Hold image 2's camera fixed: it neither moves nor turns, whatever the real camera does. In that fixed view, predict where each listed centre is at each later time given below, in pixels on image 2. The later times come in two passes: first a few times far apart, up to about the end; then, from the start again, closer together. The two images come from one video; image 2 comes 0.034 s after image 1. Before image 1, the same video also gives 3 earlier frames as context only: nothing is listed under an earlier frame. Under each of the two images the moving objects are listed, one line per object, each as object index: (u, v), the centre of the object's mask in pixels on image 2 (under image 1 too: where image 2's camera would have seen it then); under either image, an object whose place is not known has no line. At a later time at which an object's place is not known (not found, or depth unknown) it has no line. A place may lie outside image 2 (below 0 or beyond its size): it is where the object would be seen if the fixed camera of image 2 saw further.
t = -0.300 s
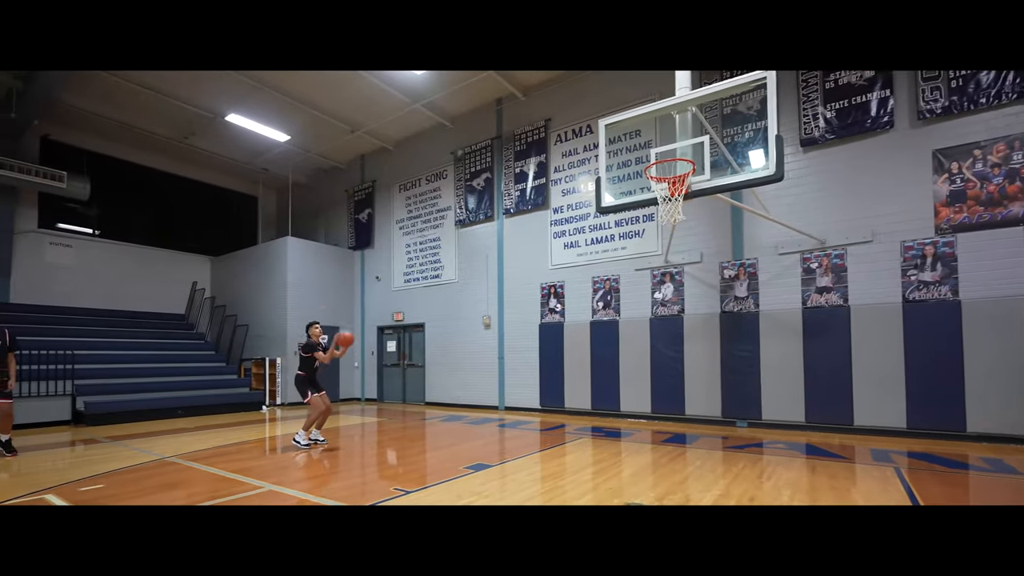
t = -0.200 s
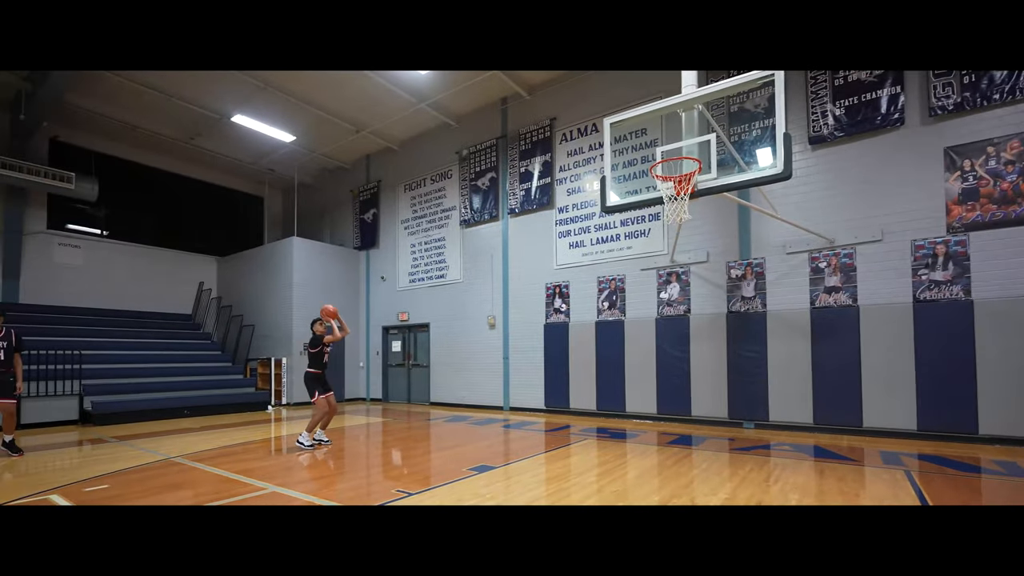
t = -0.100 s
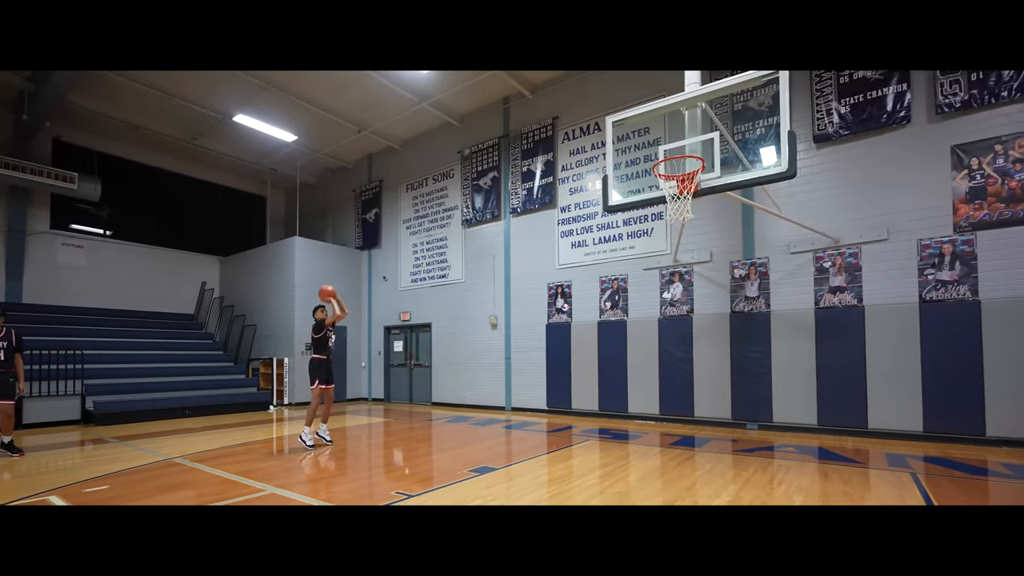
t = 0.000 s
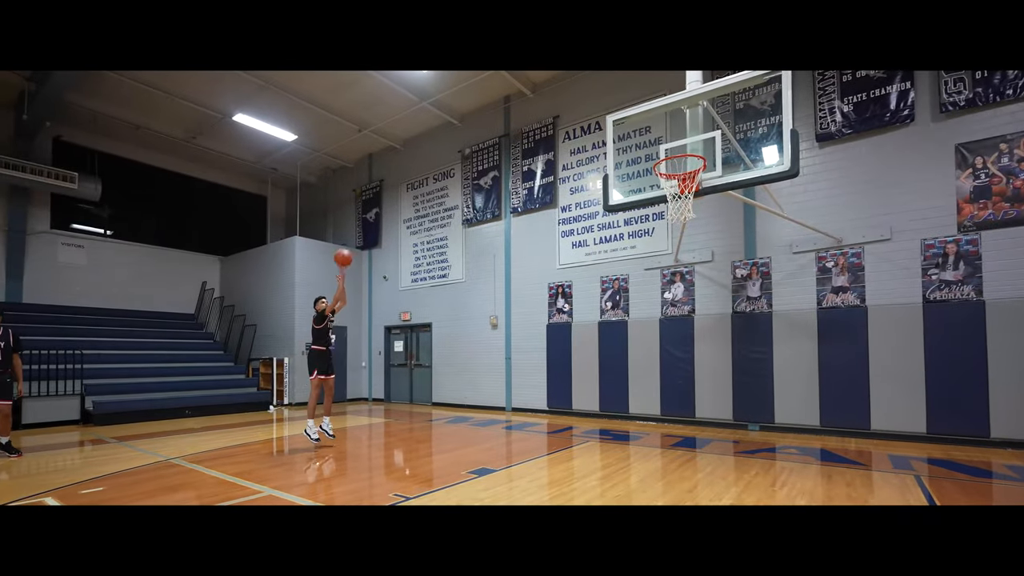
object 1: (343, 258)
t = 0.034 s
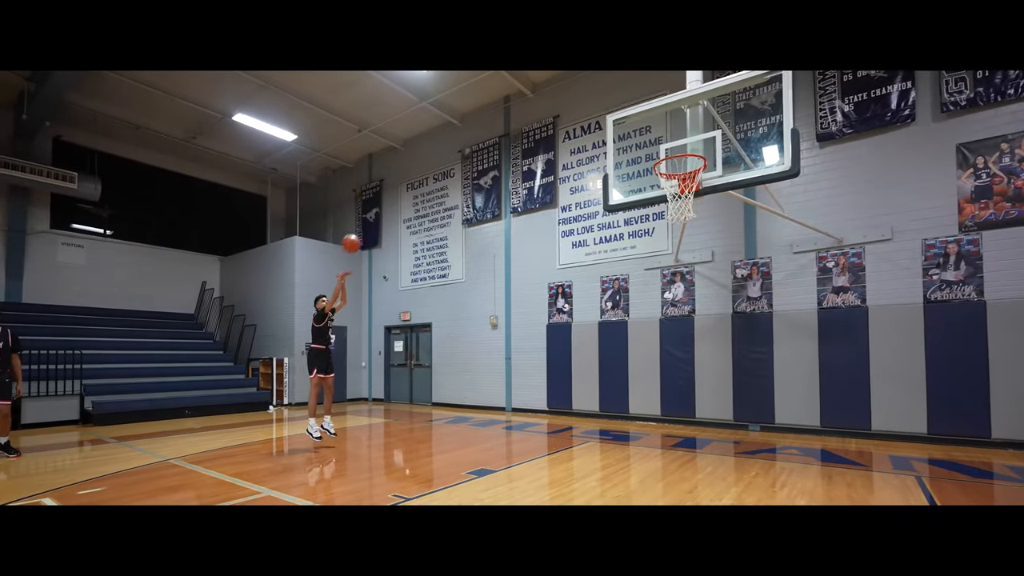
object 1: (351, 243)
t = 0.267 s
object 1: (411, 160)
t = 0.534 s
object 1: (492, 105)
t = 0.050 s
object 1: (355, 237)
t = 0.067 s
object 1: (359, 230)
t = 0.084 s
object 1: (363, 223)
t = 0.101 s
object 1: (367, 217)
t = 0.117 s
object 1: (372, 210)
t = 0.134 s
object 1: (376, 204)
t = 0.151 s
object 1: (380, 198)
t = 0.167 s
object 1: (384, 192)
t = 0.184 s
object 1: (389, 186)
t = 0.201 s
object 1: (393, 181)
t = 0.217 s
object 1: (398, 175)
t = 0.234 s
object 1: (402, 170)
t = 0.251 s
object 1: (407, 165)
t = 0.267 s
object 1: (411, 160)
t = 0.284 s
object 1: (416, 155)
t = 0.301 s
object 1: (420, 150)
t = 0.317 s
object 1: (425, 145)
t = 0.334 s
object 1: (430, 141)
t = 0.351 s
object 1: (435, 137)
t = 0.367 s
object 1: (439, 134)
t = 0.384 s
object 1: (445, 130)
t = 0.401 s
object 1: (449, 126)
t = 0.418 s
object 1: (453, 123)
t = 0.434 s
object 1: (459, 120)
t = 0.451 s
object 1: (464, 117)
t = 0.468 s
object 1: (470, 114)
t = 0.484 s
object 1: (475, 111)
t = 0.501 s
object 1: (480, 109)
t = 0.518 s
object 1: (486, 107)
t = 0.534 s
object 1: (492, 105)
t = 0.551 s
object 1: (497, 103)
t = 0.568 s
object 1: (502, 102)
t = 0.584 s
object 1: (507, 100)
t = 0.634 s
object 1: (525, 97)
